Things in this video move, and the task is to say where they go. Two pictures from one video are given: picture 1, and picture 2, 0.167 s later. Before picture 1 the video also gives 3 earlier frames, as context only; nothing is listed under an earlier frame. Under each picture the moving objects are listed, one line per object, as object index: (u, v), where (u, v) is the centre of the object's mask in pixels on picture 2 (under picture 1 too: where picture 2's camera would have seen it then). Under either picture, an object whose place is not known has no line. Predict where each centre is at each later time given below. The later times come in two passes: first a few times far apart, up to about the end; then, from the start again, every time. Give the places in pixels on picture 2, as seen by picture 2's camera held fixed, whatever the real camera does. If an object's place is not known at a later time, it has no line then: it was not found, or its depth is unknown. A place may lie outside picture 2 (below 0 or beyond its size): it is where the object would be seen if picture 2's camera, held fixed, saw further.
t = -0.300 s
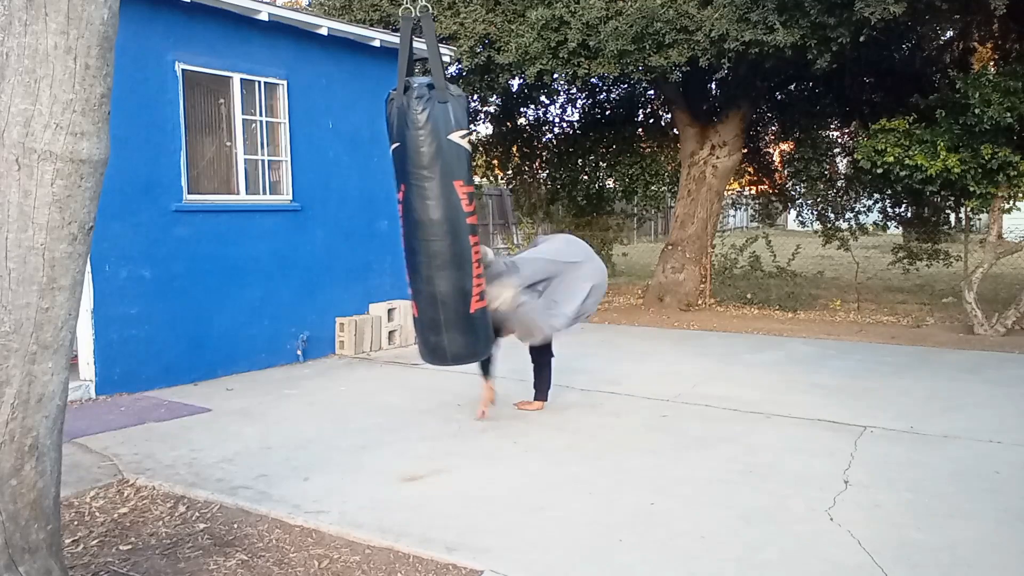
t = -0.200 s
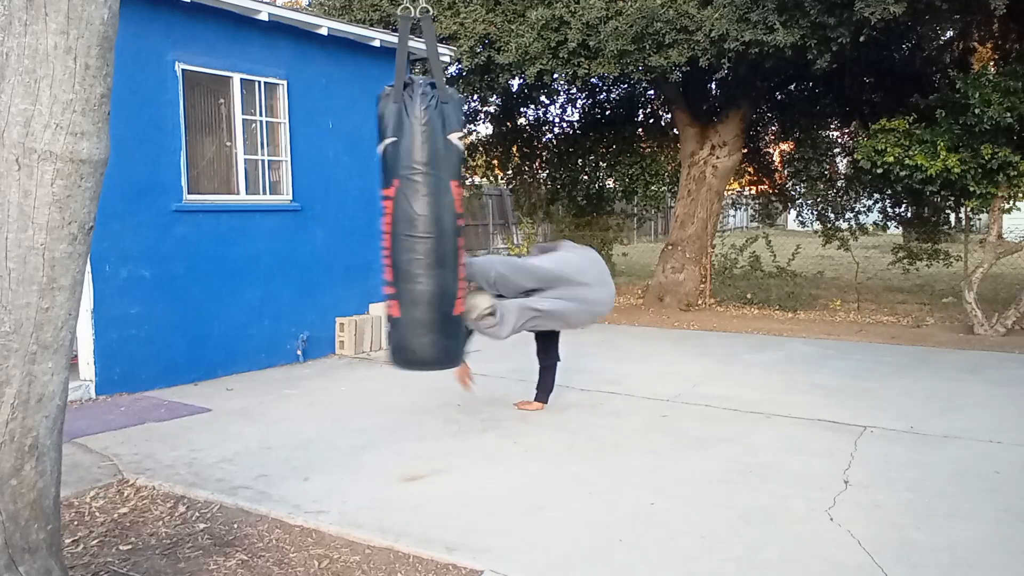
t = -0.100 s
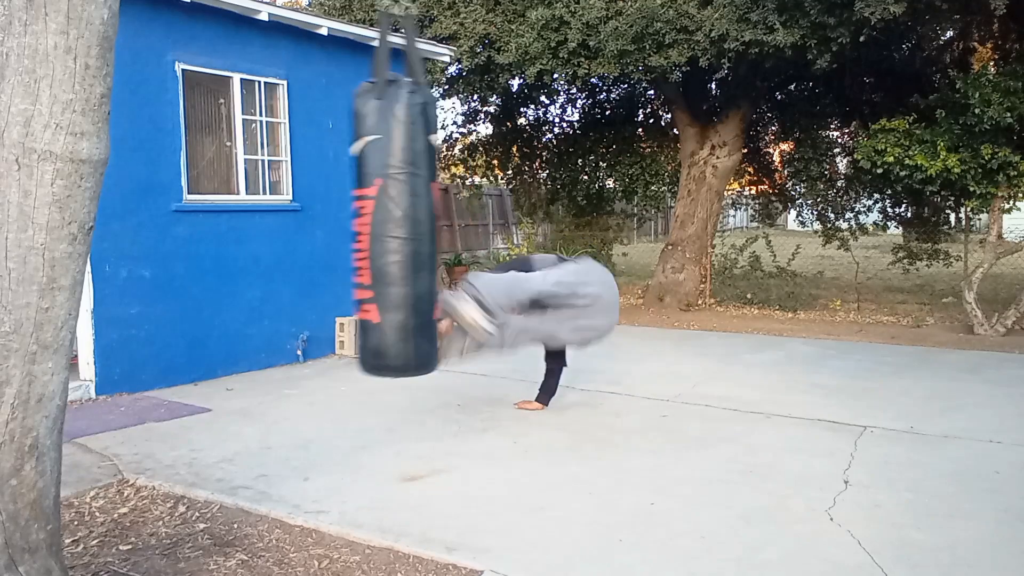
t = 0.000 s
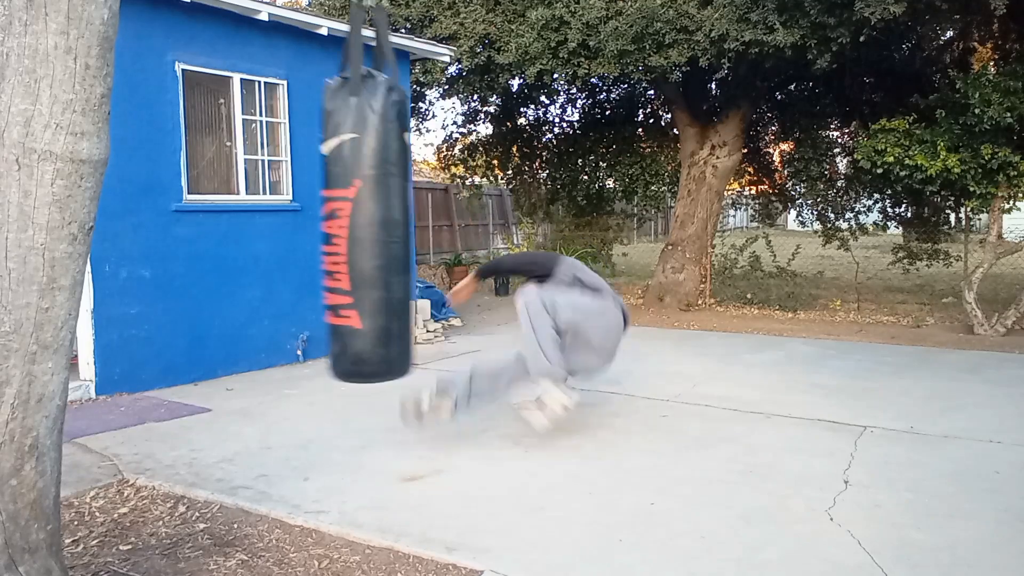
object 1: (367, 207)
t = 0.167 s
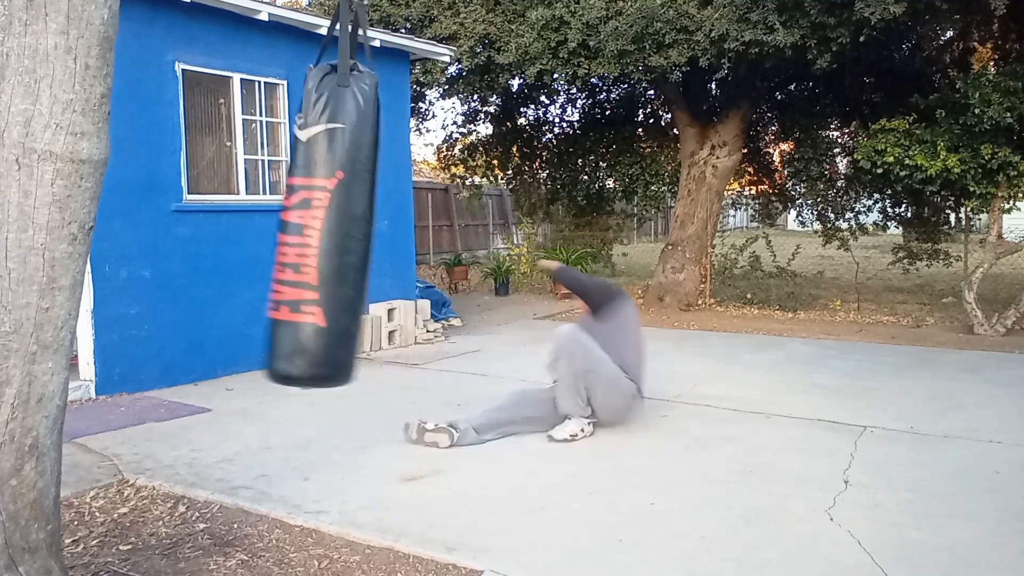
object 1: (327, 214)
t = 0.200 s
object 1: (320, 213)
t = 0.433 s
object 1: (273, 213)
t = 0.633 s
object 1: (259, 213)
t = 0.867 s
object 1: (282, 208)
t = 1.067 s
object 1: (323, 214)
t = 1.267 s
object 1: (372, 213)
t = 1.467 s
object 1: (420, 206)
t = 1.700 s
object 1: (464, 204)
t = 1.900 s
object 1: (487, 199)
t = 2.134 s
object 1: (494, 194)
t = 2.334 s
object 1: (486, 198)
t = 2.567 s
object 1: (459, 216)
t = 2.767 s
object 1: (422, 223)
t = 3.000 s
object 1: (368, 226)
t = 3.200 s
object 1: (321, 225)
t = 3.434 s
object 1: (281, 214)
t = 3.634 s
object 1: (270, 212)
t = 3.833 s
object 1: (285, 216)
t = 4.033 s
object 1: (322, 223)
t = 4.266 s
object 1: (377, 224)
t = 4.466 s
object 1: (422, 217)
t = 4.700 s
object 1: (461, 202)
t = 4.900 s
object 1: (479, 188)
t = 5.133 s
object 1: (486, 182)
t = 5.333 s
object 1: (478, 184)
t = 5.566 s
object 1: (453, 194)
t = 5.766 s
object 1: (418, 204)
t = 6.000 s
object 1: (368, 215)
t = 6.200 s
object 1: (322, 215)
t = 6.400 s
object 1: (285, 215)
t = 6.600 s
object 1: (270, 213)
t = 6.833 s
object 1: (287, 213)
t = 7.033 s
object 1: (322, 217)
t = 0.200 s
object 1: (320, 213)
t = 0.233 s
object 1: (312, 216)
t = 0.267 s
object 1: (305, 217)
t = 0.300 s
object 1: (298, 217)
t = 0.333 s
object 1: (291, 219)
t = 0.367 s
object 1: (284, 218)
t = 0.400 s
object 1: (278, 215)
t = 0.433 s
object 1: (273, 213)
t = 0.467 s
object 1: (268, 213)
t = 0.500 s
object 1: (265, 210)
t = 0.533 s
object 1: (262, 210)
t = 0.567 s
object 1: (260, 211)
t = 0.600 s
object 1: (260, 211)
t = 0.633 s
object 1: (259, 213)
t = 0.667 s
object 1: (262, 211)
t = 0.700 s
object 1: (263, 212)
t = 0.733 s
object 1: (266, 212)
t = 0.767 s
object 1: (269, 212)
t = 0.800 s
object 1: (273, 211)
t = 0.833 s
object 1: (277, 210)
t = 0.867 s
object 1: (282, 208)
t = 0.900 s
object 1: (287, 208)
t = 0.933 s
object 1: (293, 209)
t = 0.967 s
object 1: (299, 210)
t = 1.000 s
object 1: (307, 211)
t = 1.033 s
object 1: (315, 213)
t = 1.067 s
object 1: (323, 214)
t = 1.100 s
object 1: (332, 214)
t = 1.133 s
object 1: (340, 215)
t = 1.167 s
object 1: (349, 214)
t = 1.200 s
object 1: (357, 208)
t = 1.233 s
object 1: (364, 213)
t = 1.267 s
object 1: (372, 213)
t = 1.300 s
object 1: (380, 212)
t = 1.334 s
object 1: (388, 211)
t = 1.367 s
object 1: (396, 206)
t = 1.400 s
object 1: (404, 208)
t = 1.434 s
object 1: (412, 205)
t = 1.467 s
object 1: (420, 206)
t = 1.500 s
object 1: (428, 205)
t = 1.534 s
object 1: (435, 204)
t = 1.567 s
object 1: (441, 205)
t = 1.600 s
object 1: (447, 205)
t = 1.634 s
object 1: (453, 204)
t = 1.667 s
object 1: (459, 205)
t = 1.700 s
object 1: (464, 204)
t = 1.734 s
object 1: (469, 202)
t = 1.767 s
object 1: (474, 202)
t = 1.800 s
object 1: (478, 202)
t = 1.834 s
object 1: (482, 201)
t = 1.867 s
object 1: (485, 199)
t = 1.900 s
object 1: (487, 199)
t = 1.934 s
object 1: (489, 198)
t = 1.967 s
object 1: (491, 196)
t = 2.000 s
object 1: (492, 195)
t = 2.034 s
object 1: (493, 195)
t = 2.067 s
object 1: (494, 194)
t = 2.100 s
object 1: (494, 194)
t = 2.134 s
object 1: (494, 194)
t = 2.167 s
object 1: (494, 194)
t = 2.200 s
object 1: (493, 194)
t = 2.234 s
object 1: (492, 194)
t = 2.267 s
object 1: (490, 195)
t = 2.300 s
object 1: (488, 197)
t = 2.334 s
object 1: (486, 198)
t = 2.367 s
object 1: (483, 198)
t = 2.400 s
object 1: (480, 200)
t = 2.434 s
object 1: (477, 204)
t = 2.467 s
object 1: (473, 210)
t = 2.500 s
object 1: (469, 213)
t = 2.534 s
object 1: (465, 213)
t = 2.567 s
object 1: (459, 216)
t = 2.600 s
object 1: (454, 216)
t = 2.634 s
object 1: (448, 217)
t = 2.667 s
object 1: (442, 219)
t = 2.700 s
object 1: (436, 220)
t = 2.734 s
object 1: (429, 219)
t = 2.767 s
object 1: (422, 223)
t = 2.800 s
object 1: (415, 223)
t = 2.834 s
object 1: (407, 225)
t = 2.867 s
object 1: (400, 226)
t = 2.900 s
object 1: (391, 227)
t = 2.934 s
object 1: (383, 227)
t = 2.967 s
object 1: (376, 226)
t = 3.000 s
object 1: (368, 226)
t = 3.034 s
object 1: (360, 227)
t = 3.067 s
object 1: (352, 227)
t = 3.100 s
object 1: (344, 228)
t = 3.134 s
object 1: (336, 227)
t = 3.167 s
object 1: (328, 226)
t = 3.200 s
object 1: (321, 225)
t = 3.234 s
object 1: (313, 225)
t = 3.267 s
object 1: (306, 224)
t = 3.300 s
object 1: (300, 221)
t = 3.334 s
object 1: (295, 216)
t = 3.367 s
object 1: (290, 215)
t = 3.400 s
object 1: (285, 214)
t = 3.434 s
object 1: (281, 214)
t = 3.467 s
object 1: (277, 213)
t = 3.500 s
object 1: (274, 213)
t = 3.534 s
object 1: (272, 212)
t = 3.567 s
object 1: (271, 213)
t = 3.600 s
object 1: (270, 212)
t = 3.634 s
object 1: (270, 212)
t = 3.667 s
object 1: (271, 212)
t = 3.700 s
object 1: (272, 212)
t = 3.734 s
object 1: (274, 213)
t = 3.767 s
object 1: (277, 213)
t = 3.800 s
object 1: (281, 215)
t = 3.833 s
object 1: (285, 216)
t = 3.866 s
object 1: (290, 217)
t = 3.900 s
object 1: (296, 217)
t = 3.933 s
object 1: (302, 218)
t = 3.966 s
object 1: (309, 219)
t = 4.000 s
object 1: (315, 221)
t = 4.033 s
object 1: (322, 223)
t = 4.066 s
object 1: (330, 222)
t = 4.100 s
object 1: (337, 222)
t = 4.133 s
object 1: (345, 223)
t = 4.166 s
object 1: (353, 224)
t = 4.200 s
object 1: (361, 225)
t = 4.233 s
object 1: (369, 225)
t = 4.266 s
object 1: (377, 224)
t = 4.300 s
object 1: (385, 224)
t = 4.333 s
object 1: (393, 223)
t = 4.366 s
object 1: (401, 222)
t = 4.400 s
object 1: (408, 220)
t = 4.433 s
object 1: (414, 215)
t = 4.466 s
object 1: (422, 217)
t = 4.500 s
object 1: (427, 212)
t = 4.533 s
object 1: (434, 211)
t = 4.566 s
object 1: (440, 210)
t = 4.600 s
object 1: (446, 208)
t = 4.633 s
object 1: (451, 205)
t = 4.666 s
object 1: (457, 206)
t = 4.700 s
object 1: (461, 202)
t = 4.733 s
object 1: (465, 196)
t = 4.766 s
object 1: (469, 196)
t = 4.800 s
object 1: (471, 194)
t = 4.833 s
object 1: (474, 191)
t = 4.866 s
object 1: (477, 190)
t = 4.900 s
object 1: (479, 188)
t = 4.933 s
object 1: (481, 187)
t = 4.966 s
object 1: (483, 186)
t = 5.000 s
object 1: (485, 184)
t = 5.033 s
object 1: (486, 183)
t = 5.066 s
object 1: (486, 182)
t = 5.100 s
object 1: (487, 182)
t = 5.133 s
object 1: (486, 182)
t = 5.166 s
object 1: (486, 182)
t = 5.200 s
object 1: (485, 182)
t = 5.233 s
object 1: (483, 182)
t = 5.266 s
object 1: (482, 182)
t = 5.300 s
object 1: (480, 184)
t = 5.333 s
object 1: (478, 184)
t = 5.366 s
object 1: (476, 185)
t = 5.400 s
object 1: (474, 191)
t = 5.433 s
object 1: (470, 187)
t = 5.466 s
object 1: (466, 189)
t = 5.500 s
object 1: (462, 190)
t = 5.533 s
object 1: (458, 192)
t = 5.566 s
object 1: (453, 194)
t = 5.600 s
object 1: (448, 196)
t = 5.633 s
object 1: (443, 198)
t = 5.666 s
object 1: (437, 198)
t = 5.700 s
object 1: (431, 200)
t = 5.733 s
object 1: (425, 202)
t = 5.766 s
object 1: (418, 204)
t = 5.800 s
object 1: (412, 205)
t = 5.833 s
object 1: (405, 207)
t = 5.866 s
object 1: (398, 208)
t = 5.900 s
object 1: (390, 209)
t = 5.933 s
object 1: (383, 211)
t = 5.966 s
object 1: (375, 212)
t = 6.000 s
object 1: (368, 215)
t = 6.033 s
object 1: (360, 213)
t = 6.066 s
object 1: (352, 213)
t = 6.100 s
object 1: (344, 214)
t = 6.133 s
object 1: (337, 214)
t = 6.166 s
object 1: (329, 215)
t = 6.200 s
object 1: (322, 215)
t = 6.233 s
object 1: (315, 215)
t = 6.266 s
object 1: (308, 216)
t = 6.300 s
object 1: (302, 217)
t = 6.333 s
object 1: (296, 217)
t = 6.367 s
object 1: (290, 216)
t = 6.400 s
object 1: (285, 215)
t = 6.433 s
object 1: (281, 215)
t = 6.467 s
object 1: (278, 214)
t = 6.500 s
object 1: (275, 213)
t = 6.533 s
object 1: (273, 212)
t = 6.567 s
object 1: (271, 213)
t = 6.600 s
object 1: (270, 213)
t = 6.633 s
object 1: (271, 212)
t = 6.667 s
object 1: (272, 212)
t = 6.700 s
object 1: (274, 211)
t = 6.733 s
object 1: (276, 211)
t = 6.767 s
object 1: (279, 212)
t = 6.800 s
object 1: (282, 213)
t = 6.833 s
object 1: (287, 213)
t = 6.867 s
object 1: (291, 214)
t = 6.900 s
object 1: (297, 214)
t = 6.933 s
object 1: (302, 215)
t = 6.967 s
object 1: (309, 216)
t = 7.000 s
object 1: (315, 217)
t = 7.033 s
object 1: (322, 217)
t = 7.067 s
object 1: (330, 218)
